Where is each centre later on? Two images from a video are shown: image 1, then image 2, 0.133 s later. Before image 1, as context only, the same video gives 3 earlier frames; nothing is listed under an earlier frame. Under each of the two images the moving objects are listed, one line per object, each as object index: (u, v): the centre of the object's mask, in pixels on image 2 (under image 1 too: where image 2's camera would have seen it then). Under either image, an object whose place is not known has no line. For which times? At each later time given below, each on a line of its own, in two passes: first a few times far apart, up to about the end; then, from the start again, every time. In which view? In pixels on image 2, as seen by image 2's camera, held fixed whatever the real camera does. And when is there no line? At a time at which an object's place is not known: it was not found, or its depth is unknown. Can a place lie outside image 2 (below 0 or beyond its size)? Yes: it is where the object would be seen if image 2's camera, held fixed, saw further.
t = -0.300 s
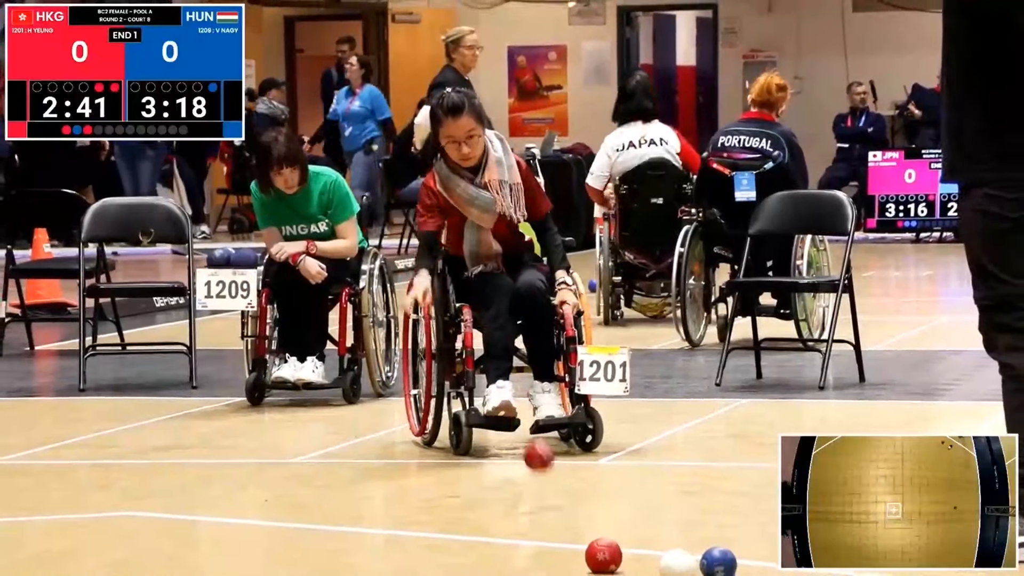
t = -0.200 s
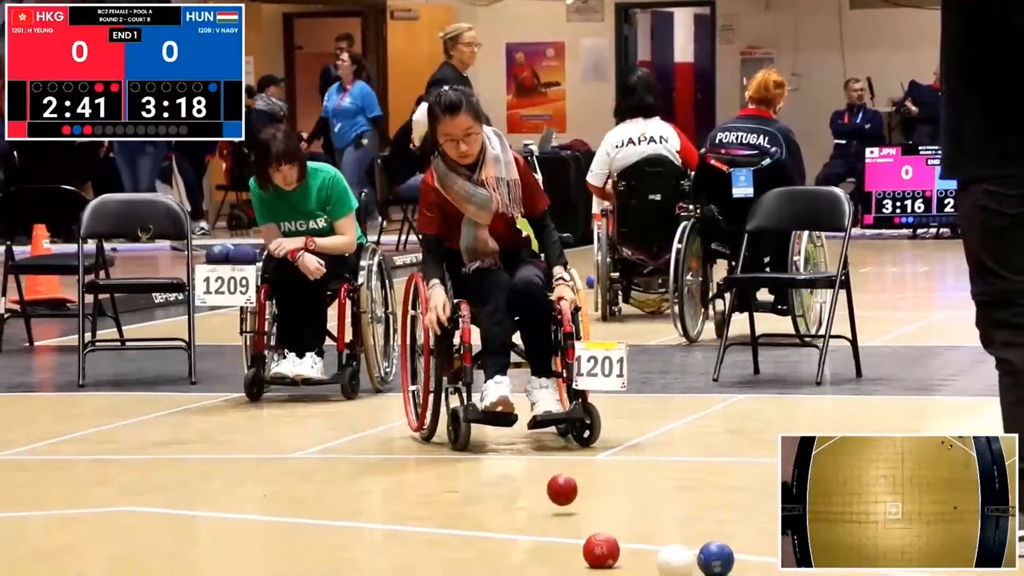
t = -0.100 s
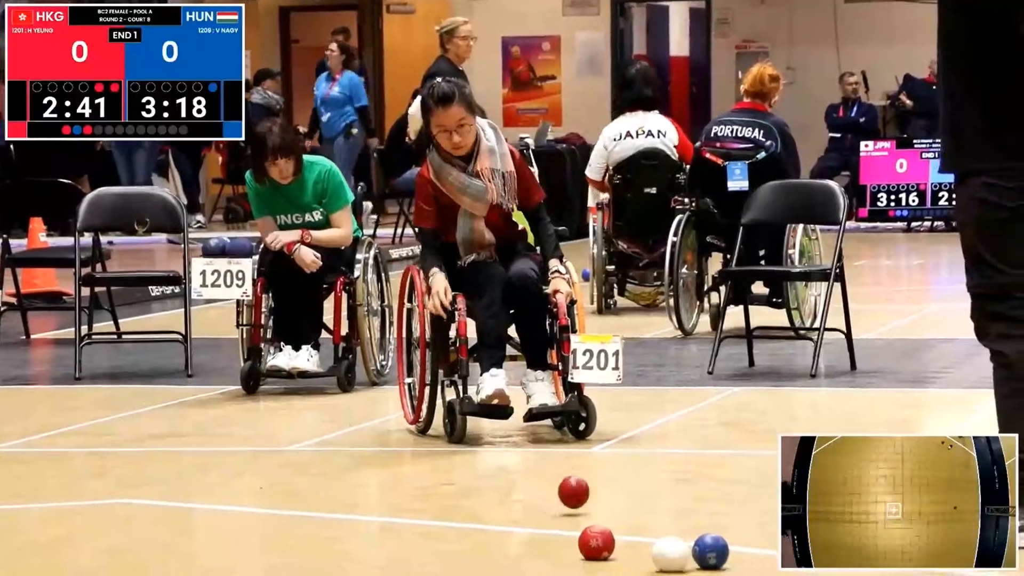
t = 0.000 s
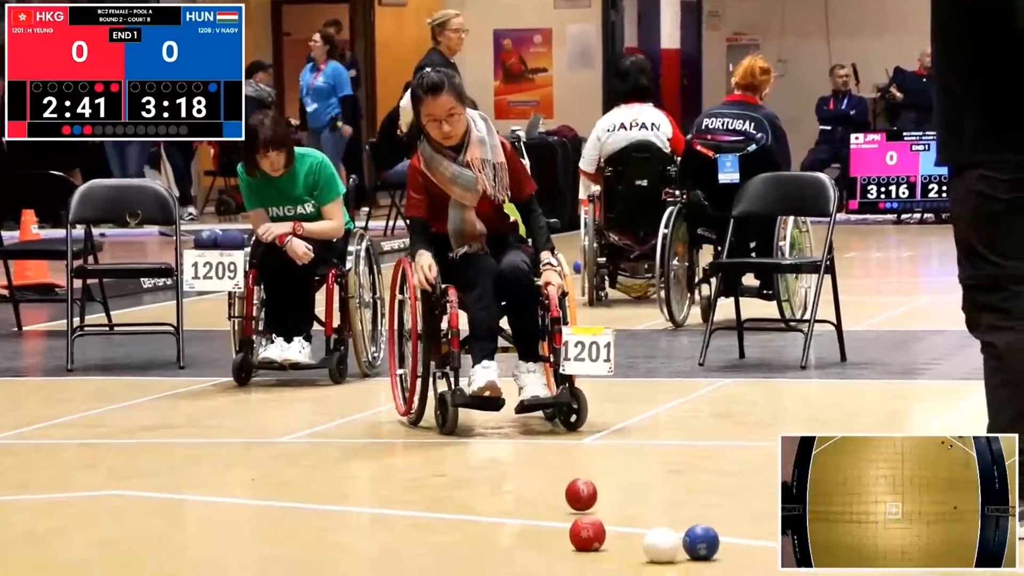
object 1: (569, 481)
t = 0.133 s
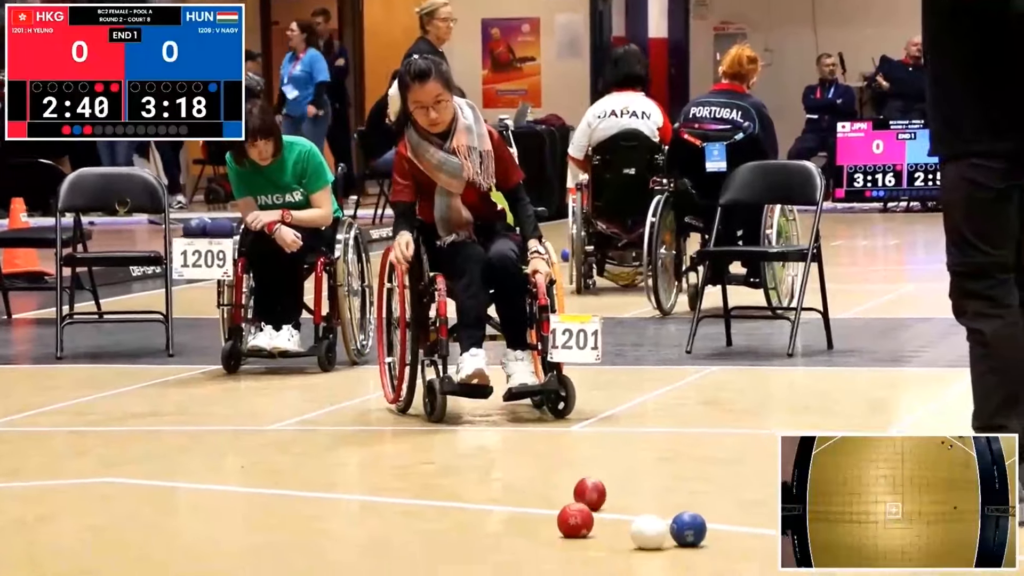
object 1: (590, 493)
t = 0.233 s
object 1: (604, 501)
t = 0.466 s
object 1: (630, 516)
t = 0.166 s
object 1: (596, 496)
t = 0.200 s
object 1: (600, 498)
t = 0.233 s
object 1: (604, 501)
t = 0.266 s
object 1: (608, 504)
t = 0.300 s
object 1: (613, 507)
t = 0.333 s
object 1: (617, 509)
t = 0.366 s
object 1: (621, 512)
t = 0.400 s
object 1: (624, 513)
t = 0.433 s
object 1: (627, 515)
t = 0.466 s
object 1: (630, 516)
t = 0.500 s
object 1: (633, 516)
